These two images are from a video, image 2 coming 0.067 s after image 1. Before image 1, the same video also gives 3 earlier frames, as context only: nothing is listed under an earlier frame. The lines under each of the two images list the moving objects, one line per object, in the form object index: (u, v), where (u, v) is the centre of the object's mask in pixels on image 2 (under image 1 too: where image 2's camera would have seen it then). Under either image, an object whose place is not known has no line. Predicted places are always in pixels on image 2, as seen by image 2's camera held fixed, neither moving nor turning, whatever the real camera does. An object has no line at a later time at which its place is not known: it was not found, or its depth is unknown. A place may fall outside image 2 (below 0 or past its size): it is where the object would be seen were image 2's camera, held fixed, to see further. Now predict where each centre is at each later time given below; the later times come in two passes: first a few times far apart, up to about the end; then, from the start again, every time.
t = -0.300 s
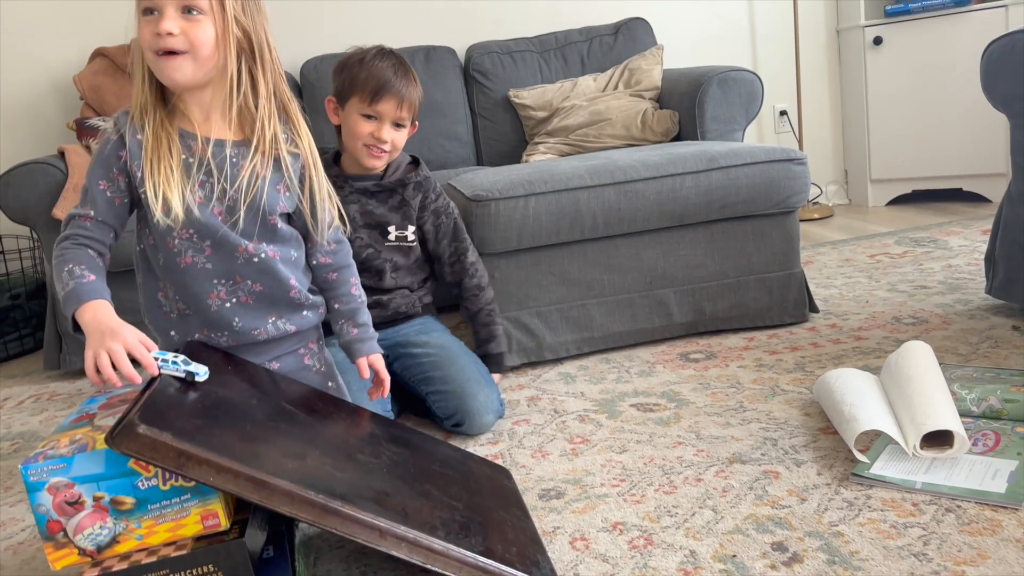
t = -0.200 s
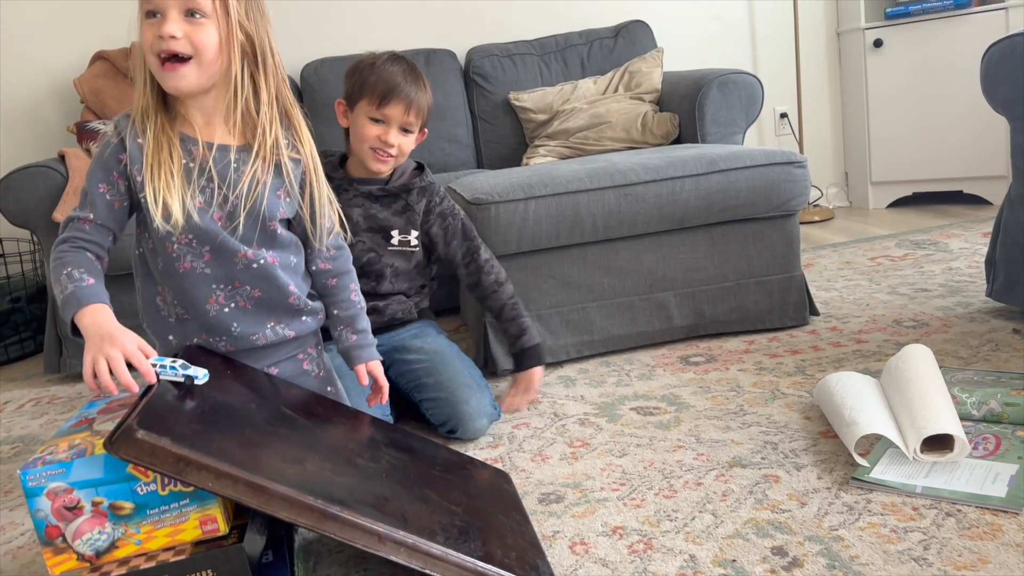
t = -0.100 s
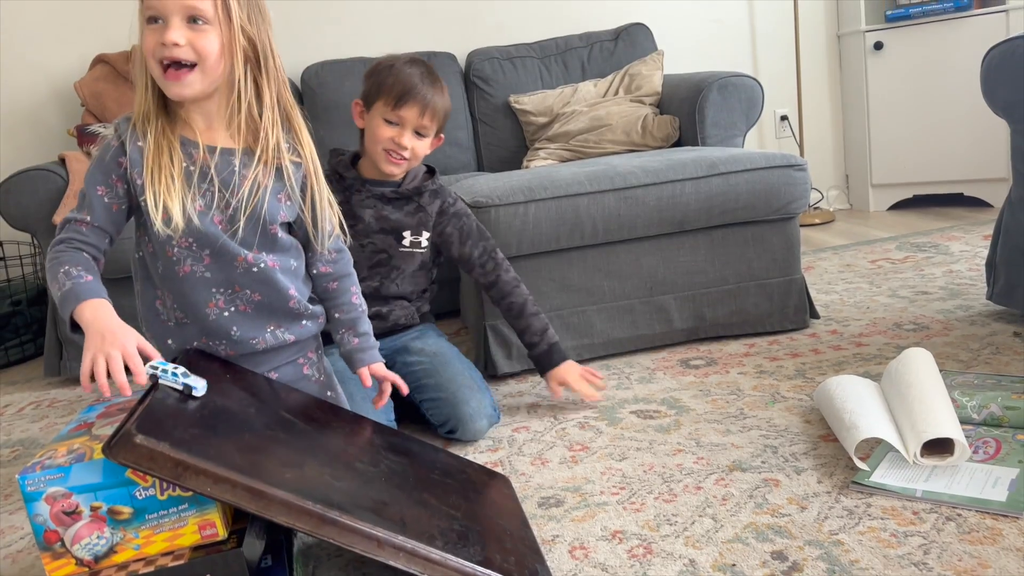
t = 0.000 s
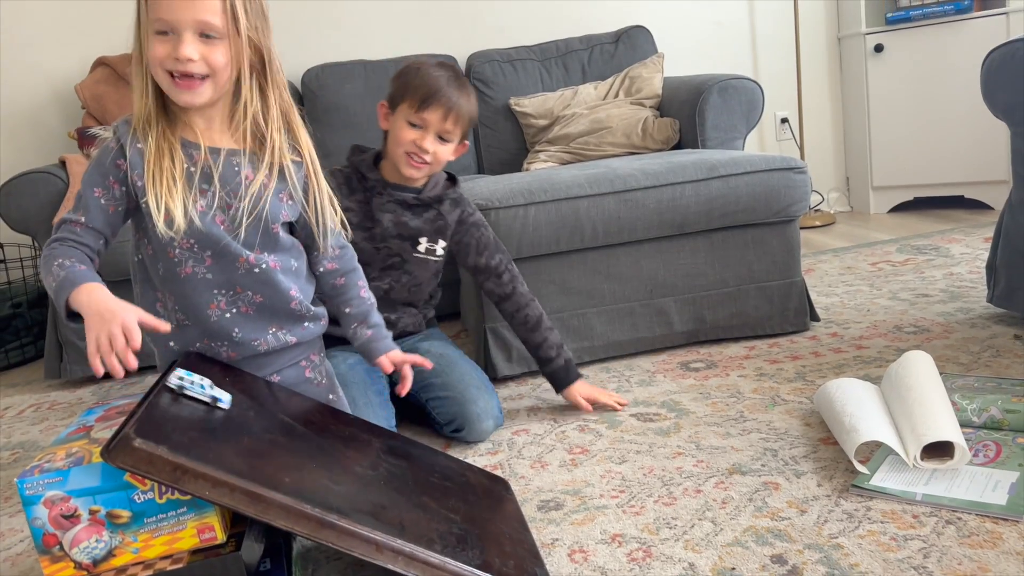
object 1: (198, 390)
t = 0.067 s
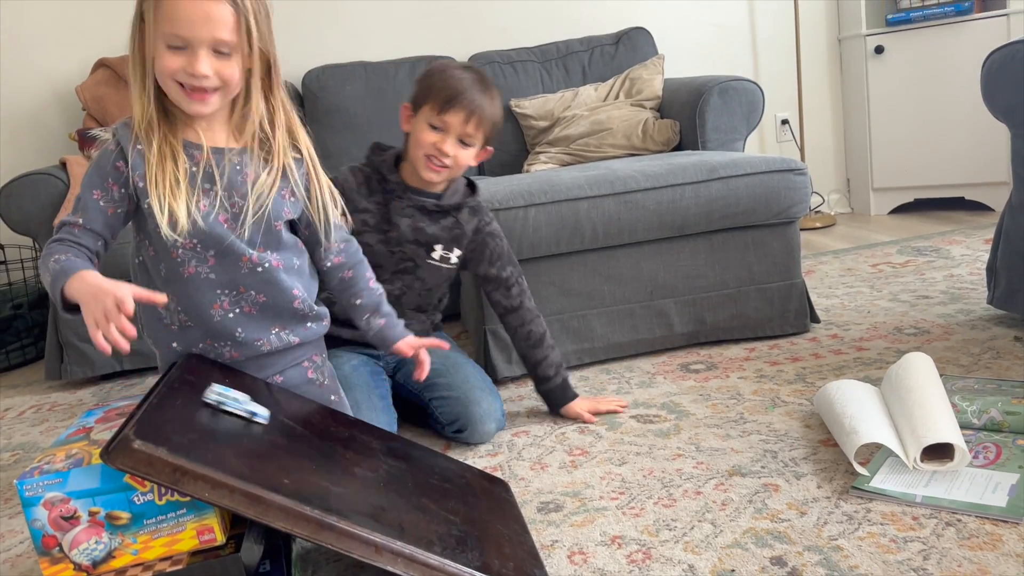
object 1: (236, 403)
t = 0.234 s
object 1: (395, 464)
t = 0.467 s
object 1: (523, 498)
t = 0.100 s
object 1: (260, 412)
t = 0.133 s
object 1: (289, 422)
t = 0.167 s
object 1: (322, 435)
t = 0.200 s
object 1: (357, 449)
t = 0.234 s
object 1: (395, 464)
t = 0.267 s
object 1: (436, 481)
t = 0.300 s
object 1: (480, 500)
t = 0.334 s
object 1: (523, 520)
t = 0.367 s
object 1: (545, 522)
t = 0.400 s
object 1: (536, 505)
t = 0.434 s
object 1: (529, 498)
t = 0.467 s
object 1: (523, 498)
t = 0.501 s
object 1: (522, 498)
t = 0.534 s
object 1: (526, 501)
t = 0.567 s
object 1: (532, 508)
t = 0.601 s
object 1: (538, 523)
